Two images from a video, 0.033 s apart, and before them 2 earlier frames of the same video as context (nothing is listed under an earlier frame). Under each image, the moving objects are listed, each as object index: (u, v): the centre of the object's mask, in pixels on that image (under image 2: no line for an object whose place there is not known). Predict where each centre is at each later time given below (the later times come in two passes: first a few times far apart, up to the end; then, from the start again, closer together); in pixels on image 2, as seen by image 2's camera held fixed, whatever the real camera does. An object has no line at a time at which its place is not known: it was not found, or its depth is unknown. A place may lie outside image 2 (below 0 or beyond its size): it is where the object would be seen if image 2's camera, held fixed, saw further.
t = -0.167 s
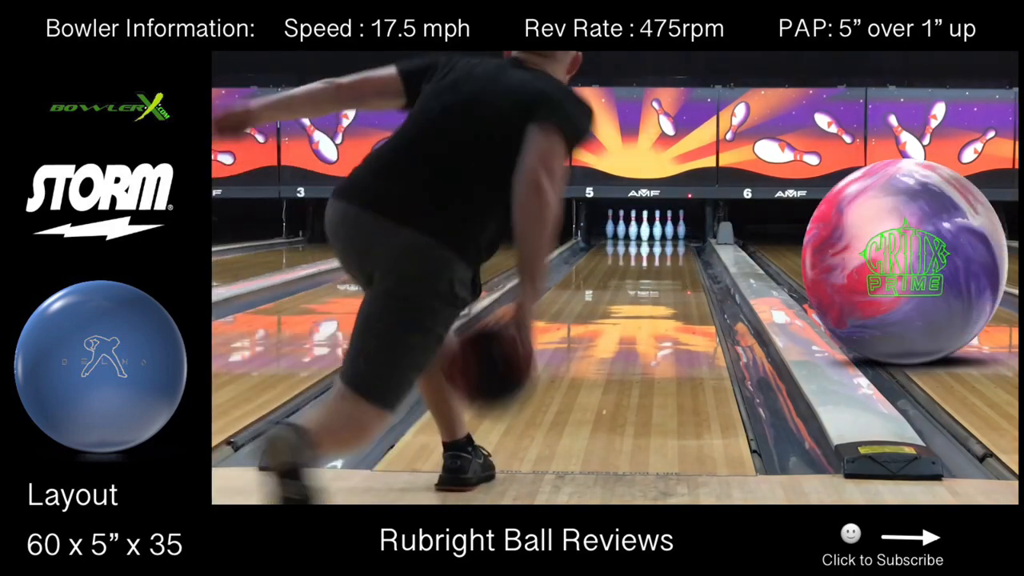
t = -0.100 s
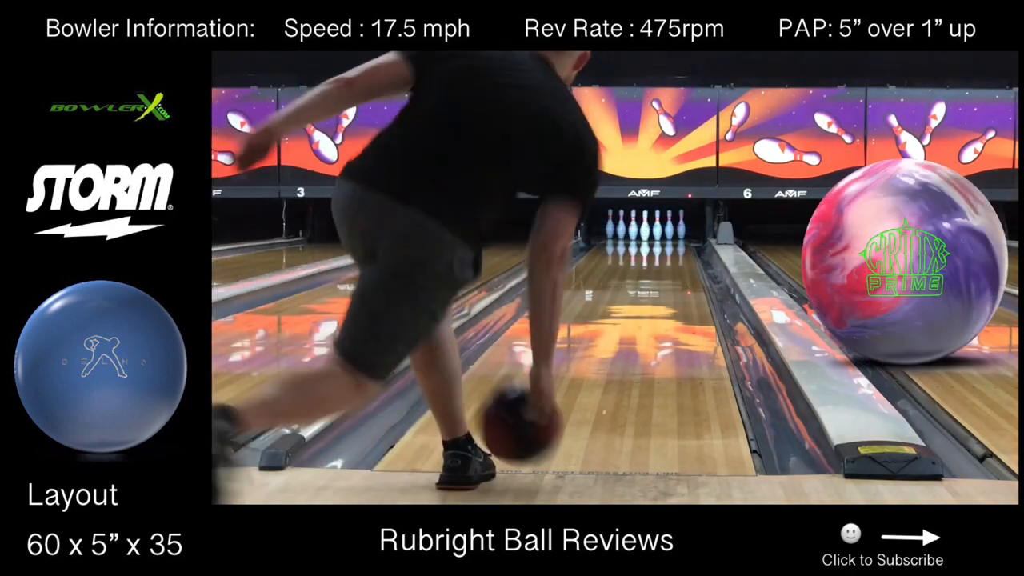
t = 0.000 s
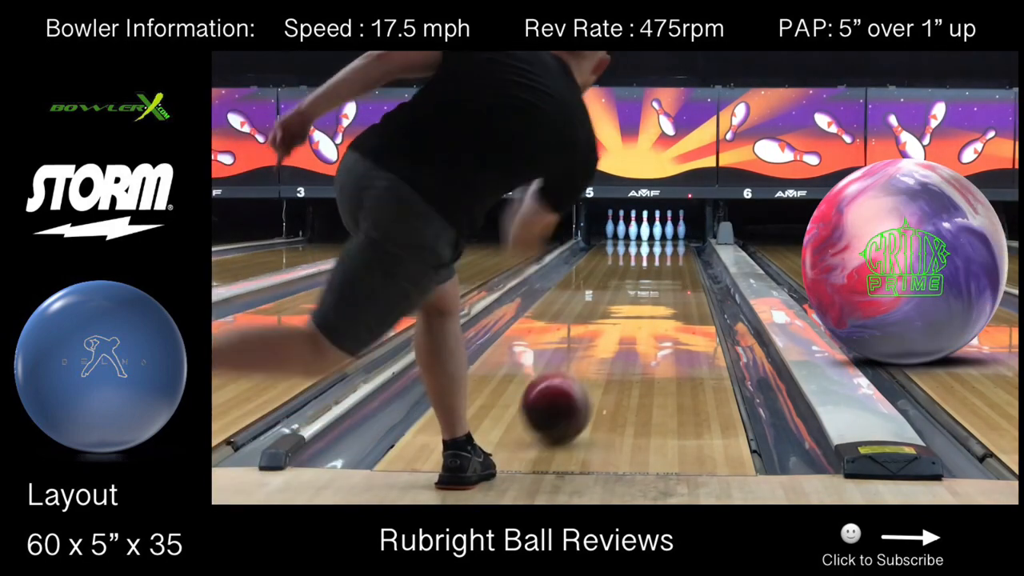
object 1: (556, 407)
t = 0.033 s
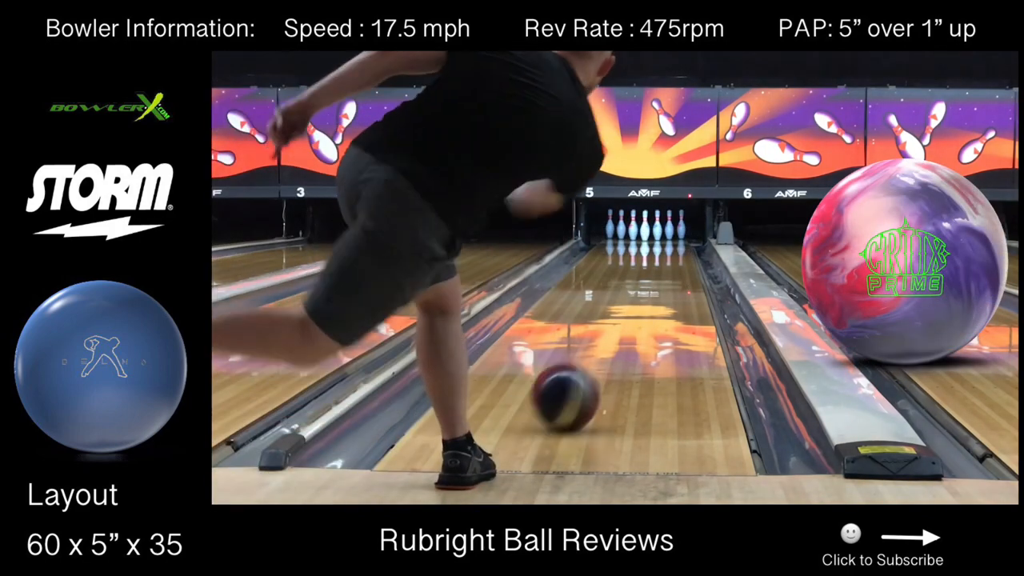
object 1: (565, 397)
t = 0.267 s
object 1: (610, 341)
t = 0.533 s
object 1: (639, 305)
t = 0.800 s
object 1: (657, 282)
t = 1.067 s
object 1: (668, 267)
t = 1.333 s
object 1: (673, 255)
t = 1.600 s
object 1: (674, 247)
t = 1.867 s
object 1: (669, 241)
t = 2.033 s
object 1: (661, 237)
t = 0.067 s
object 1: (574, 387)
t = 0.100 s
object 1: (581, 378)
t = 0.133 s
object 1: (587, 370)
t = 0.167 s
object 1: (594, 362)
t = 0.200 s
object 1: (600, 354)
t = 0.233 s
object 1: (605, 347)
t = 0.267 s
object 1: (610, 341)
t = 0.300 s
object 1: (615, 335)
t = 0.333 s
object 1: (619, 330)
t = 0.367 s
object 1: (623, 325)
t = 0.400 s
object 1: (627, 320)
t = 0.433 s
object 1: (630, 316)
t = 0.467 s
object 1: (633, 312)
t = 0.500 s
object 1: (636, 308)
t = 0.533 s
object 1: (639, 305)
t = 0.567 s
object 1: (642, 301)
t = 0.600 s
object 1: (645, 299)
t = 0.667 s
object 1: (649, 293)
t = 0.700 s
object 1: (652, 290)
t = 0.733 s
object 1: (654, 288)
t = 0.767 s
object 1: (655, 285)
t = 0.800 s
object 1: (657, 282)
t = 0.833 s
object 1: (659, 280)
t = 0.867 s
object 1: (661, 278)
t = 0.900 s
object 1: (662, 276)
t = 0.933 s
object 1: (664, 273)
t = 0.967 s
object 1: (664, 272)
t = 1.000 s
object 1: (666, 270)
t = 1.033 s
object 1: (667, 268)
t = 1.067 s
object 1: (668, 267)
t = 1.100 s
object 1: (669, 264)
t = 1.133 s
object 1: (669, 263)
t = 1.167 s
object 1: (670, 262)
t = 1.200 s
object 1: (671, 261)
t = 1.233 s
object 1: (671, 259)
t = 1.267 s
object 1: (672, 258)
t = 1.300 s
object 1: (672, 257)
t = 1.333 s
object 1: (673, 255)
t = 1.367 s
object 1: (673, 254)
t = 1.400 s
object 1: (673, 253)
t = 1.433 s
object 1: (678, 250)
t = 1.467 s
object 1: (673, 252)
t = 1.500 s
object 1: (674, 250)
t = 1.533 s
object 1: (674, 249)
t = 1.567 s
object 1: (674, 248)
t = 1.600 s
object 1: (674, 247)
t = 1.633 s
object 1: (674, 246)
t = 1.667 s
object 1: (673, 245)
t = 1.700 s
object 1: (672, 245)
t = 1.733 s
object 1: (672, 243)
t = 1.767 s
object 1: (671, 243)
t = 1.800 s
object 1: (671, 242)
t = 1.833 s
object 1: (669, 241)
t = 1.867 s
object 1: (669, 241)
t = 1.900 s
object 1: (667, 240)
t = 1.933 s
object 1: (666, 239)
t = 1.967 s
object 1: (664, 238)
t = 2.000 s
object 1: (664, 234)
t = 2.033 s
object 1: (661, 237)
